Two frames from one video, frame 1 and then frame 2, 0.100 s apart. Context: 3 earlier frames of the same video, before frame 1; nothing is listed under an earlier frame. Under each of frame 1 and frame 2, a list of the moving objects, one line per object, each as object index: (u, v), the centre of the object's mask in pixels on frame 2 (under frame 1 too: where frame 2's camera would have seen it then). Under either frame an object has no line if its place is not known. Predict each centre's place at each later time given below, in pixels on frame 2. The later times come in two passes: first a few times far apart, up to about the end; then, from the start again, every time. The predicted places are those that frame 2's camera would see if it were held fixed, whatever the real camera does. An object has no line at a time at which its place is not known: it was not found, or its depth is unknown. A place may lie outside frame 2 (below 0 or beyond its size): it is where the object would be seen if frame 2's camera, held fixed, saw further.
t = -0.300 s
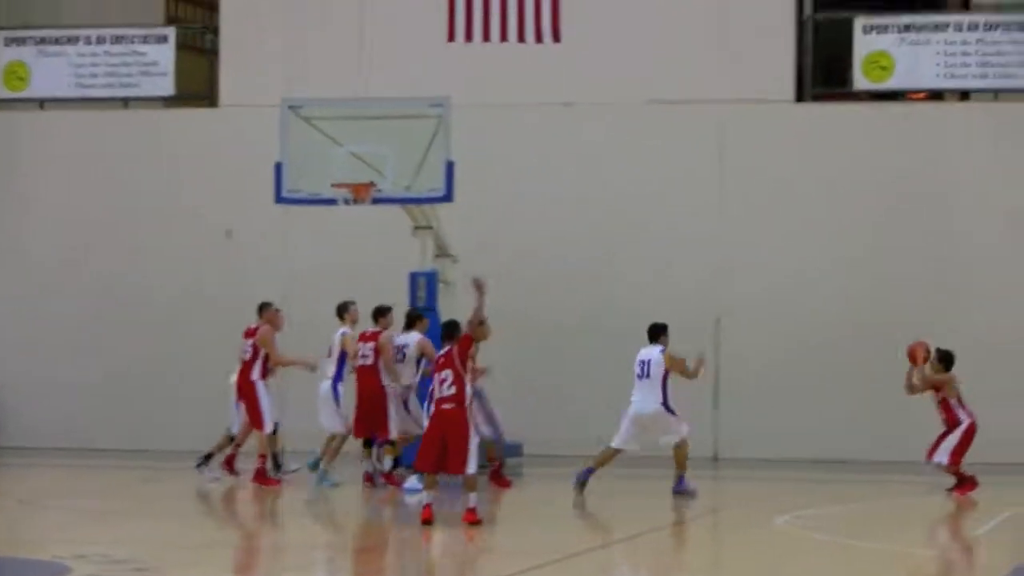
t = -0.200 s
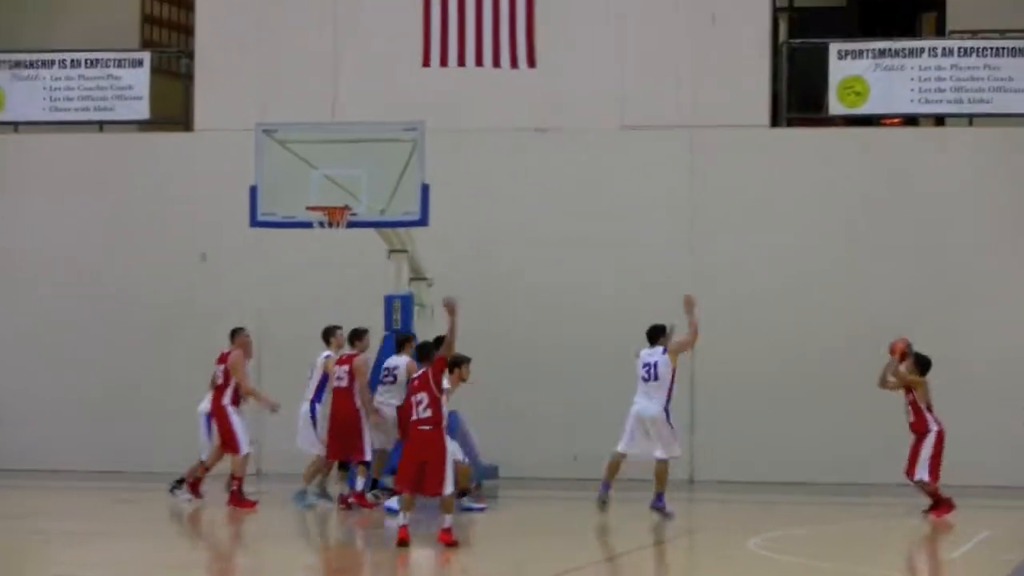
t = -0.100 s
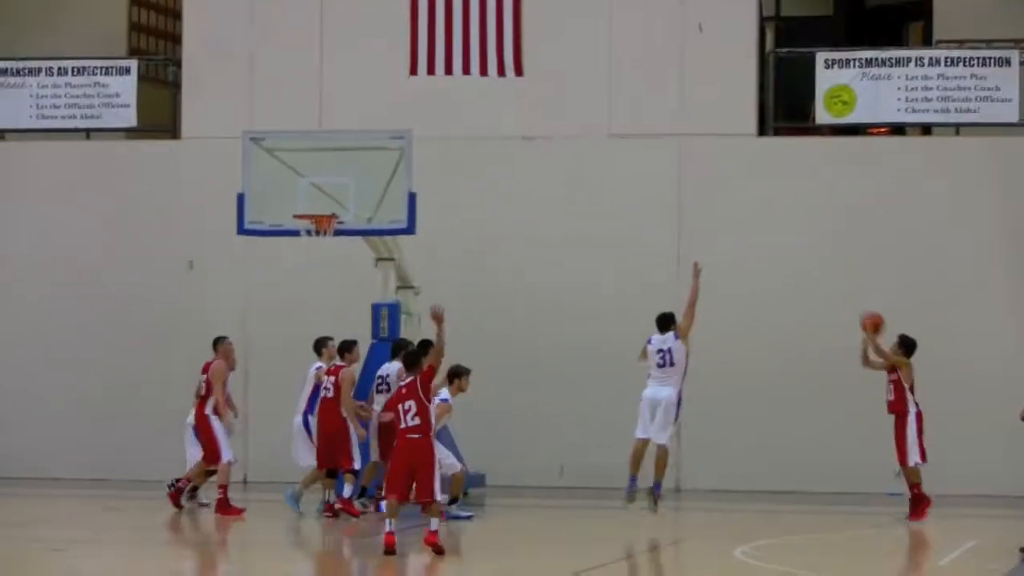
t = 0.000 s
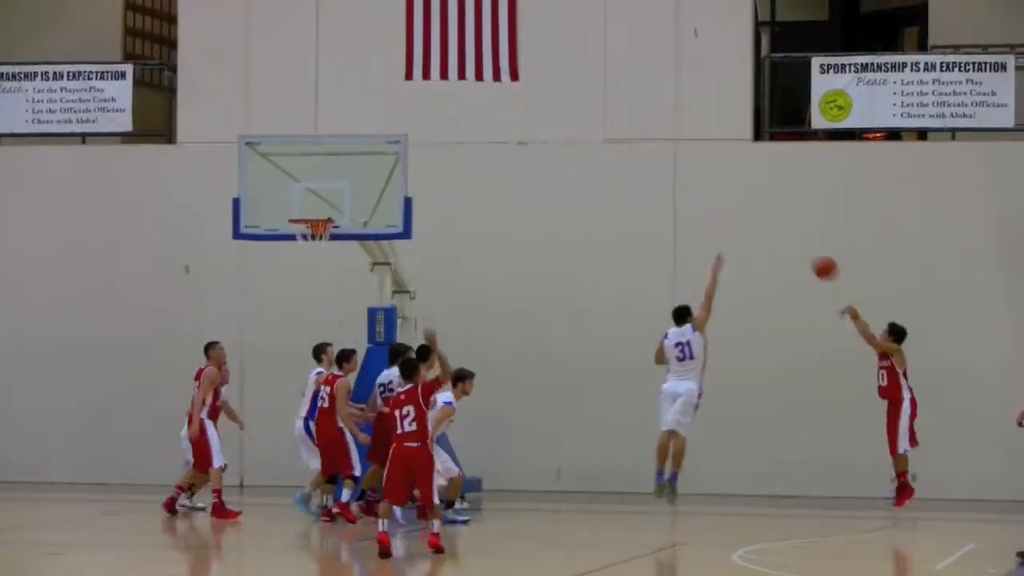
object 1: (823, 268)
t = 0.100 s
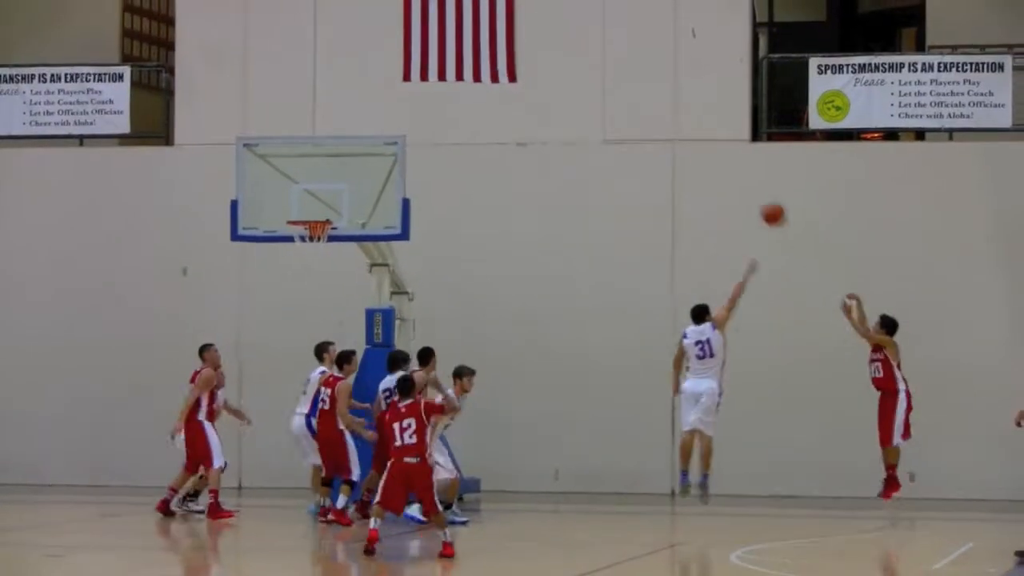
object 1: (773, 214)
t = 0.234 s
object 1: (708, 157)
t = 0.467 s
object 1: (600, 101)
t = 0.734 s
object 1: (481, 100)
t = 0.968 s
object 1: (376, 156)
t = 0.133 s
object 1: (757, 198)
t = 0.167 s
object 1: (741, 183)
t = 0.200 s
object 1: (724, 169)
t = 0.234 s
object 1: (708, 157)
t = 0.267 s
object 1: (693, 146)
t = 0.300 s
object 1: (677, 135)
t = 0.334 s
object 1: (661, 126)
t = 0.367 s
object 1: (646, 118)
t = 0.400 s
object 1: (631, 111)
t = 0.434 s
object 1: (616, 105)
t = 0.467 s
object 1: (600, 101)
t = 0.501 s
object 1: (585, 97)
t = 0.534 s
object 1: (569, 95)
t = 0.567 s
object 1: (553, 94)
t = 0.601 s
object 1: (538, 93)
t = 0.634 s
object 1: (523, 93)
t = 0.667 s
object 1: (509, 94)
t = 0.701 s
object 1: (495, 97)
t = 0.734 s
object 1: (481, 100)
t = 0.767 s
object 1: (465, 105)
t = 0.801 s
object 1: (451, 111)
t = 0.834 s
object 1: (436, 119)
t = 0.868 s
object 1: (422, 126)
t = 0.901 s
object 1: (404, 136)
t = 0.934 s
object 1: (391, 145)
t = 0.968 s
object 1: (376, 156)
